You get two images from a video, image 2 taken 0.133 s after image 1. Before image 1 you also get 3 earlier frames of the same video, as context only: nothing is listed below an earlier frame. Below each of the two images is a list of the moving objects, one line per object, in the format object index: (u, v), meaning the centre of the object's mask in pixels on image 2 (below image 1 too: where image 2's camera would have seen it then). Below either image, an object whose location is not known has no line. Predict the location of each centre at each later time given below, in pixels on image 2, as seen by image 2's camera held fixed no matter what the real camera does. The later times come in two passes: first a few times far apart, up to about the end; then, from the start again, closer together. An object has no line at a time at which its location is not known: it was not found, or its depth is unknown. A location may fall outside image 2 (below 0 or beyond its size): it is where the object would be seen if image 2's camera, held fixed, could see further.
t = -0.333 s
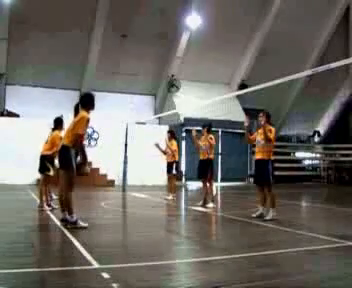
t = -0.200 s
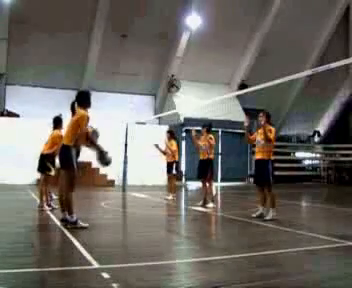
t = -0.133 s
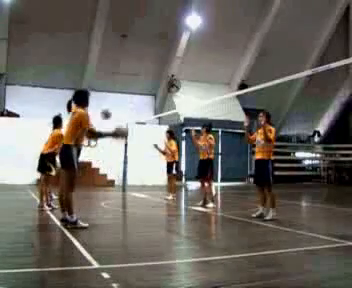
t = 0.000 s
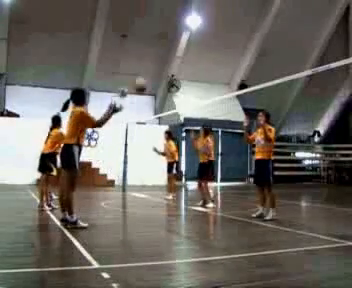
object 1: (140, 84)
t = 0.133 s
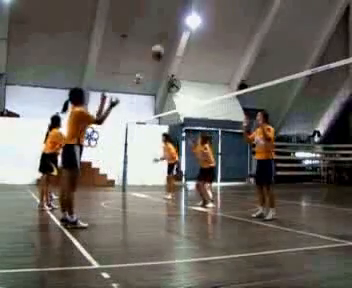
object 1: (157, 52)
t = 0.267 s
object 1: (172, 31)
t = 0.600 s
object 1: (214, 25)
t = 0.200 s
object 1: (167, 37)
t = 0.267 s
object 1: (172, 31)
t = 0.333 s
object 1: (181, 23)
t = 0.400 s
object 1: (185, 21)
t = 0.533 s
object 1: (210, 22)
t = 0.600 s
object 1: (214, 25)
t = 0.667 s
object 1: (222, 34)
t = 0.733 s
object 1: (226, 40)
